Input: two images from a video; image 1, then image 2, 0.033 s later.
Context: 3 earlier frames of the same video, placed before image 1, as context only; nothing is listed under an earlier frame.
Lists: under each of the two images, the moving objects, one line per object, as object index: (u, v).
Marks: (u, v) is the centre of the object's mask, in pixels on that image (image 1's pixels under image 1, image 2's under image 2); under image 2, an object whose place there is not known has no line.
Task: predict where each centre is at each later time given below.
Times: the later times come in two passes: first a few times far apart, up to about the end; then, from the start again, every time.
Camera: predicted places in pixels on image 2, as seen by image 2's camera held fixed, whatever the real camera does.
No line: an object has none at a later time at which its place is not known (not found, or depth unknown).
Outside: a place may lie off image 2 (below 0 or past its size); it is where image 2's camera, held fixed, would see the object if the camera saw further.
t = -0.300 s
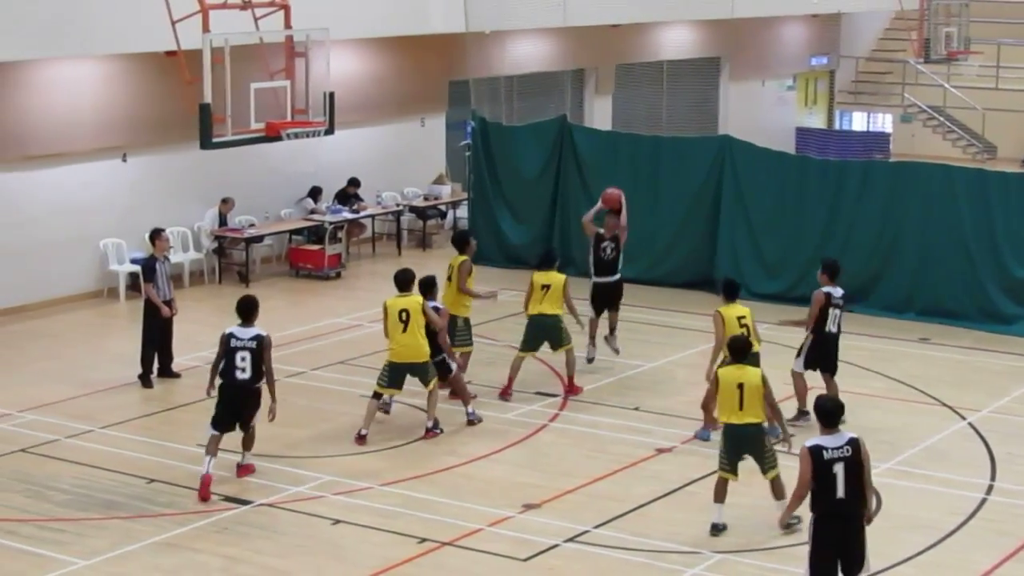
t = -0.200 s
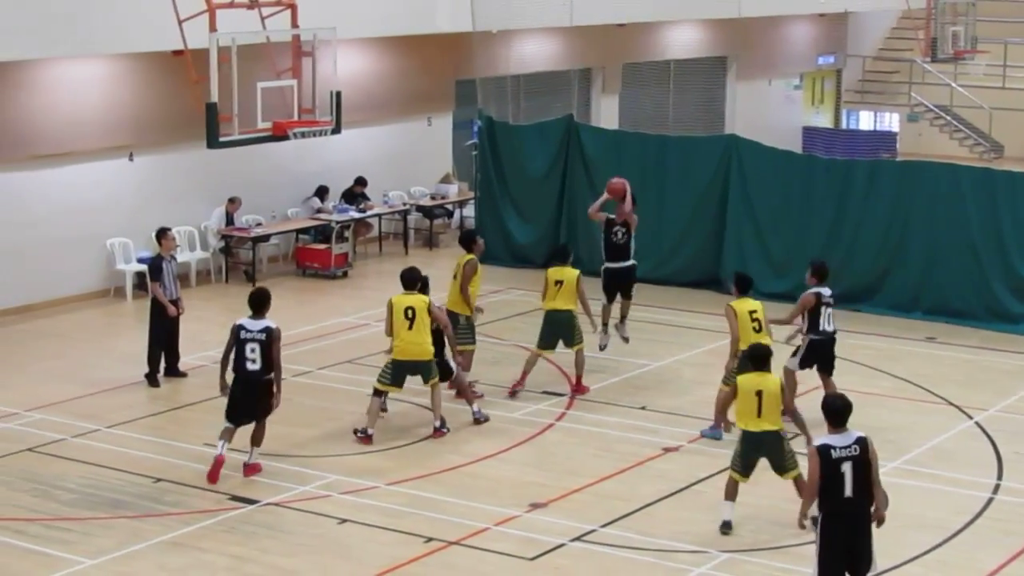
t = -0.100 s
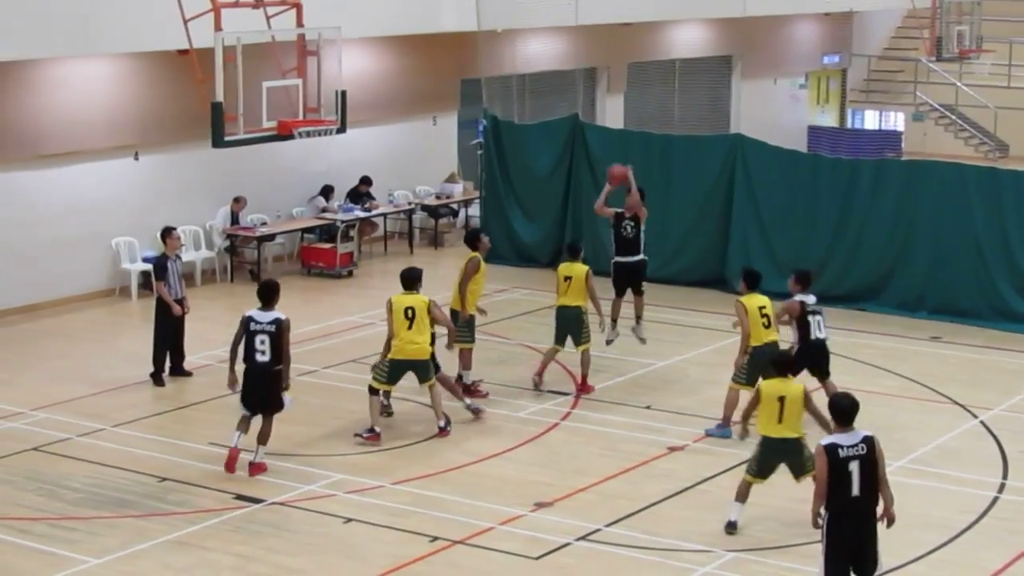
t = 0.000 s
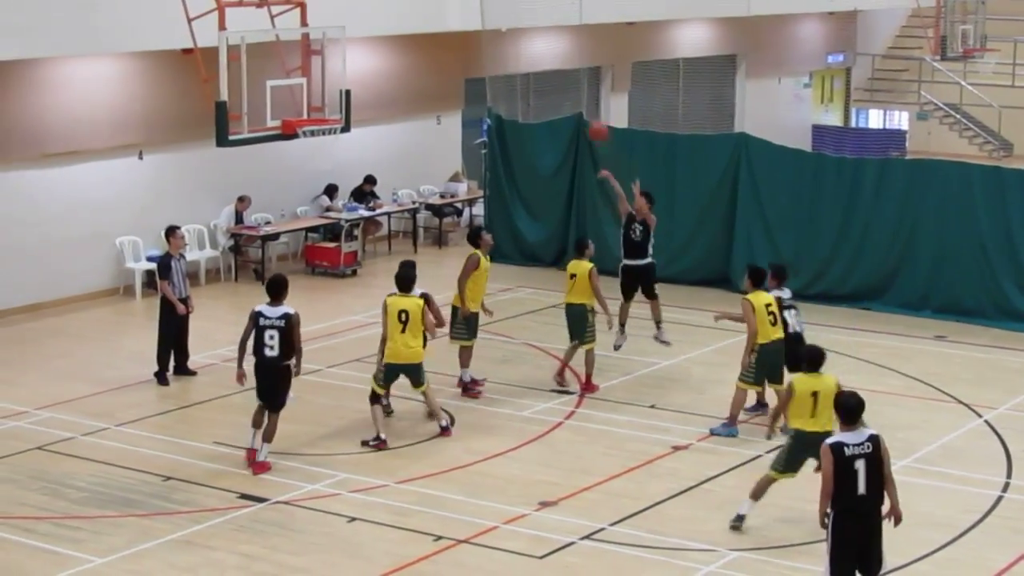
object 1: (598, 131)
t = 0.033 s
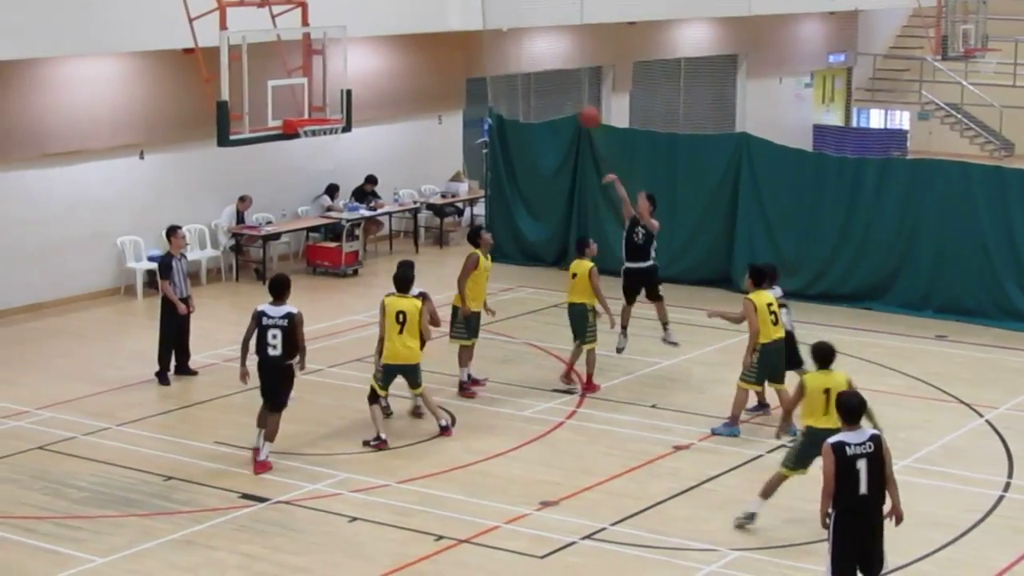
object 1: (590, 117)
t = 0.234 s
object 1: (531, 50)
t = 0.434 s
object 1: (469, 18)
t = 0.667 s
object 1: (394, 27)
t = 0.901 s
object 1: (317, 90)
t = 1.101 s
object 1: (322, 64)
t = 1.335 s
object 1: (360, 31)
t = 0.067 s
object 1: (579, 103)
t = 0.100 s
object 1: (571, 90)
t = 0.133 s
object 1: (561, 79)
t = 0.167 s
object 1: (551, 69)
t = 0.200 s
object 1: (540, 59)
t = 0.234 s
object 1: (531, 50)
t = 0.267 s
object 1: (521, 43)
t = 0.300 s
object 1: (510, 36)
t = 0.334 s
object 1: (500, 30)
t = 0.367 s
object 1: (490, 25)
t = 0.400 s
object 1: (480, 21)
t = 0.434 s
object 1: (469, 18)
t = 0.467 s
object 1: (459, 16)
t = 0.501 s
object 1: (448, 15)
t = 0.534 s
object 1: (438, 15)
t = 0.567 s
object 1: (427, 16)
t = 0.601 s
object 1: (416, 19)
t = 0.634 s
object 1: (405, 22)
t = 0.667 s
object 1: (394, 27)
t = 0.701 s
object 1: (383, 32)
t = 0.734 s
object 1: (372, 39)
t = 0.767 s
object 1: (361, 47)
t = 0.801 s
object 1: (350, 56)
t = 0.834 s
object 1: (339, 66)
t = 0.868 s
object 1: (328, 78)
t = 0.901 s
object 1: (317, 90)
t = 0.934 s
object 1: (305, 104)
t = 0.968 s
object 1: (301, 106)
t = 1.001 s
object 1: (306, 95)
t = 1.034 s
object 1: (312, 84)
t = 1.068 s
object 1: (316, 73)
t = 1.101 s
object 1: (322, 64)
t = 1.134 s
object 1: (327, 56)
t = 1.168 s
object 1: (333, 49)
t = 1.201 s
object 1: (339, 43)
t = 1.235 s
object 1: (344, 39)
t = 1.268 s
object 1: (349, 35)
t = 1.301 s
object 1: (355, 33)
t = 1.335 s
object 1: (360, 31)
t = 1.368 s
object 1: (366, 31)
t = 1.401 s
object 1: (372, 32)
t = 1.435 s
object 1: (377, 34)
